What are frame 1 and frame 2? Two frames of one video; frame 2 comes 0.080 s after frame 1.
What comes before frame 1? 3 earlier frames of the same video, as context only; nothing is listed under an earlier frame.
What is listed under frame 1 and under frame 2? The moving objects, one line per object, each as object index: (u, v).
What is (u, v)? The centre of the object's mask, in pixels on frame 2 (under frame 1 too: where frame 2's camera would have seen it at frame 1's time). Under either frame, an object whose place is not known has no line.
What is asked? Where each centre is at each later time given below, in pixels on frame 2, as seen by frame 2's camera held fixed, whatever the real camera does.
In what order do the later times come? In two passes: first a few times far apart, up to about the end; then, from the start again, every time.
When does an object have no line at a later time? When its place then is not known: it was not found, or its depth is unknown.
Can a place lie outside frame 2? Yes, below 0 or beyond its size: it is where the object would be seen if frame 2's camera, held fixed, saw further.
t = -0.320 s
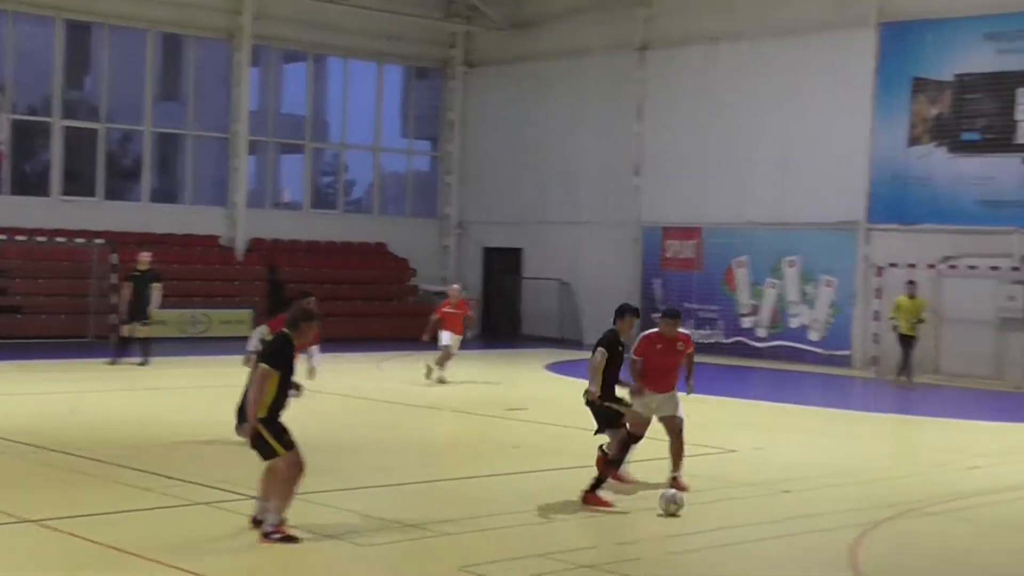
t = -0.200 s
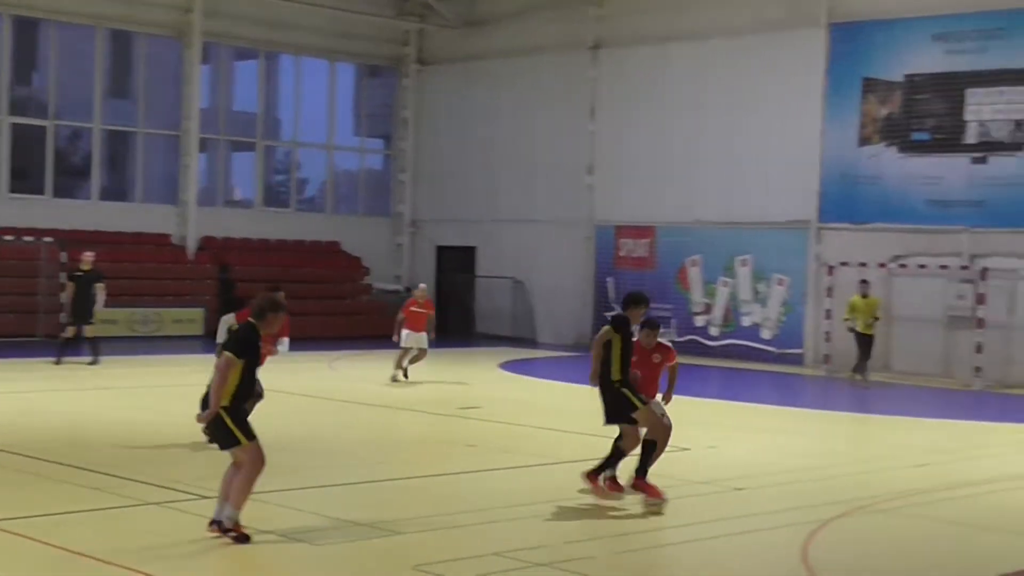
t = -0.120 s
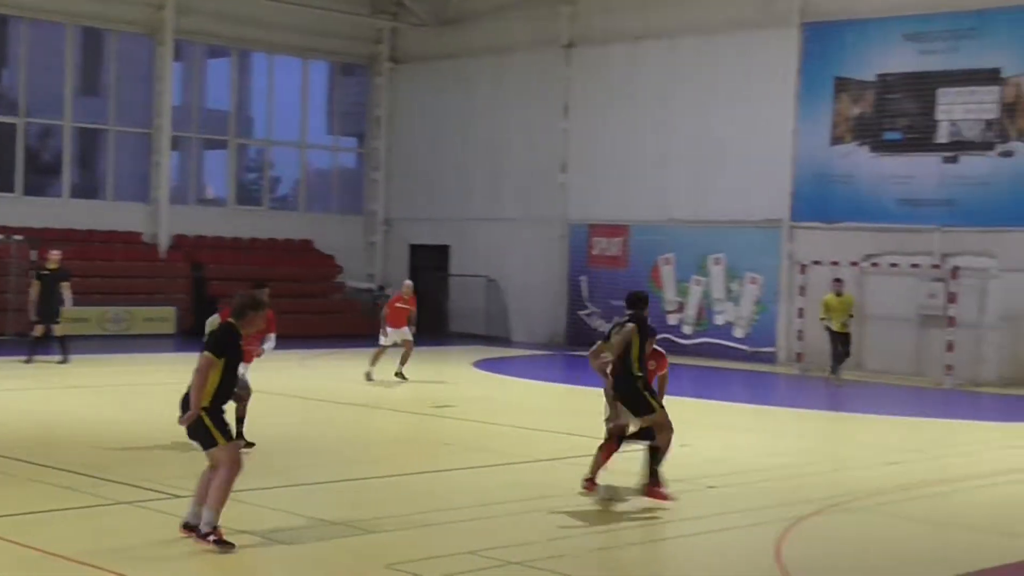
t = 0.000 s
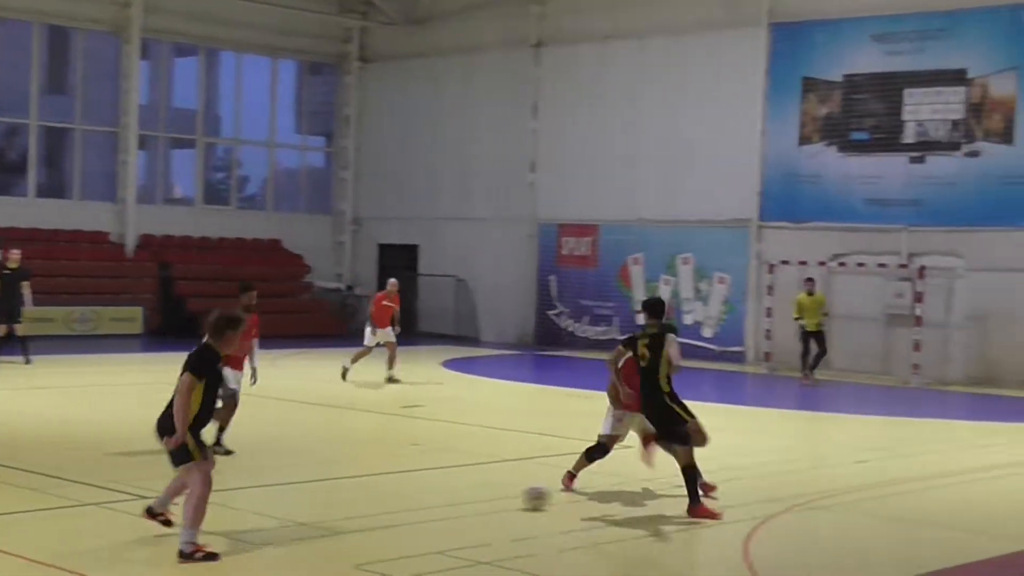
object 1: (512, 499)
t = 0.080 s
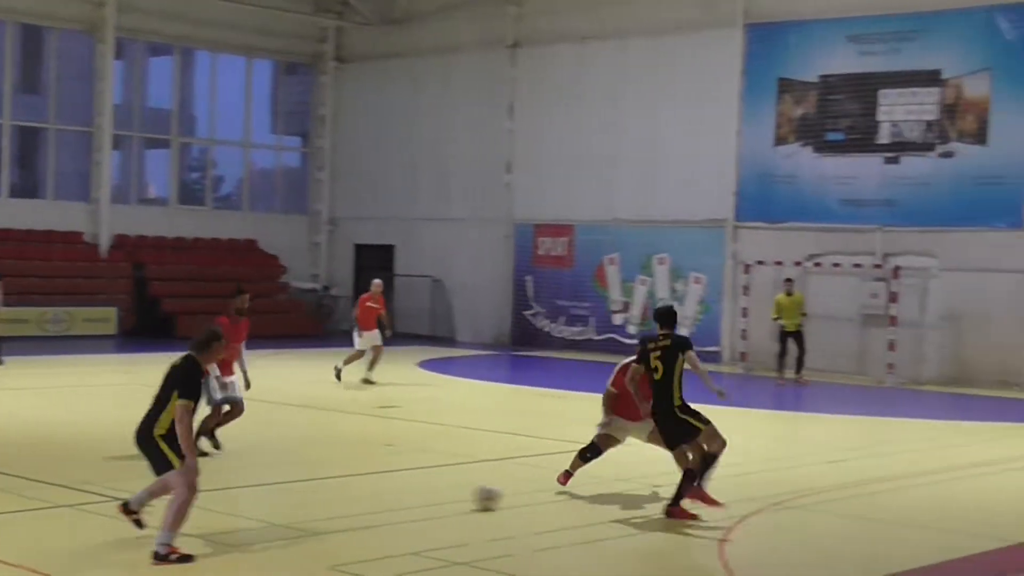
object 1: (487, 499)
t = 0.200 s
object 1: (447, 498)
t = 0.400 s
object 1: (386, 494)
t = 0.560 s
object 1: (335, 493)
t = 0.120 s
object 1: (474, 499)
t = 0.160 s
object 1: (461, 499)
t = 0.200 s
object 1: (447, 498)
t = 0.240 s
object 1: (435, 497)
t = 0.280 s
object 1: (424, 496)
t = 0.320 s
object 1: (411, 495)
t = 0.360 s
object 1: (398, 495)
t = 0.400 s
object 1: (386, 494)
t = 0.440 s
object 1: (373, 494)
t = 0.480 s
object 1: (360, 493)
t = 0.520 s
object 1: (348, 493)
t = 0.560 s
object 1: (335, 493)
